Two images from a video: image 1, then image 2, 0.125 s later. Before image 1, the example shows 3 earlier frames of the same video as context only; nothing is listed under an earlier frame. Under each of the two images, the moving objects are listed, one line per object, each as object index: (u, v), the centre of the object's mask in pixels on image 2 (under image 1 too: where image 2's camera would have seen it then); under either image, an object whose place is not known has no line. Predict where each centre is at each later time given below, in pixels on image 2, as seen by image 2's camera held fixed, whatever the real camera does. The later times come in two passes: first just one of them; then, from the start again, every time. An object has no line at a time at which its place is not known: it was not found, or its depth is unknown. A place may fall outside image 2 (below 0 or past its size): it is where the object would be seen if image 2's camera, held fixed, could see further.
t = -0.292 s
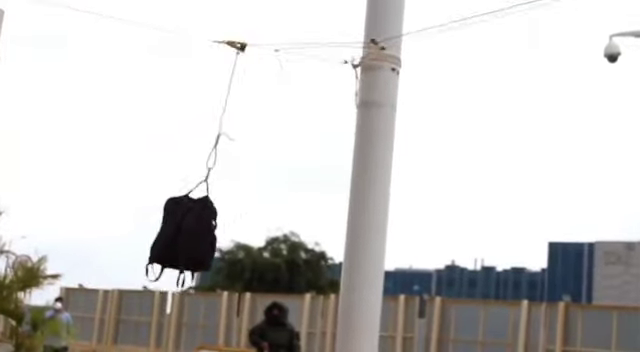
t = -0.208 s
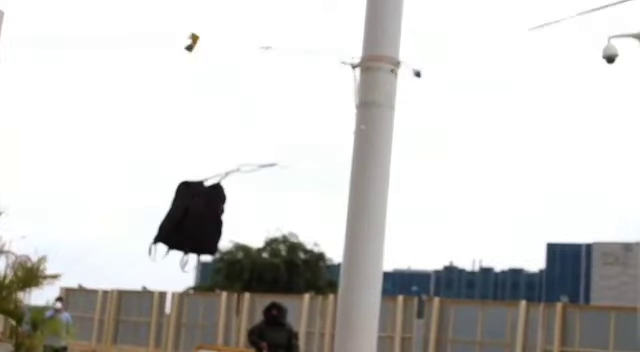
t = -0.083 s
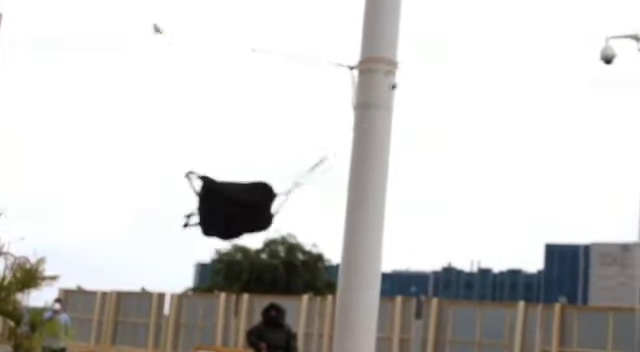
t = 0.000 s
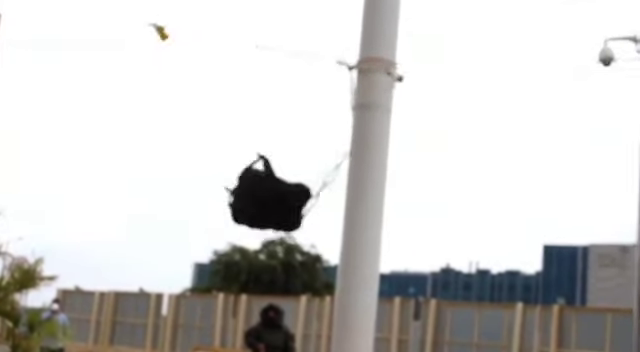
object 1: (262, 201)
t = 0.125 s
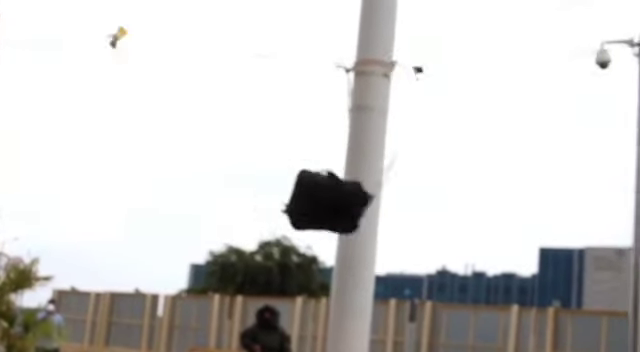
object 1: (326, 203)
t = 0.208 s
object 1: (364, 215)
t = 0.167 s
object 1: (340, 207)
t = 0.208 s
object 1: (364, 215)
